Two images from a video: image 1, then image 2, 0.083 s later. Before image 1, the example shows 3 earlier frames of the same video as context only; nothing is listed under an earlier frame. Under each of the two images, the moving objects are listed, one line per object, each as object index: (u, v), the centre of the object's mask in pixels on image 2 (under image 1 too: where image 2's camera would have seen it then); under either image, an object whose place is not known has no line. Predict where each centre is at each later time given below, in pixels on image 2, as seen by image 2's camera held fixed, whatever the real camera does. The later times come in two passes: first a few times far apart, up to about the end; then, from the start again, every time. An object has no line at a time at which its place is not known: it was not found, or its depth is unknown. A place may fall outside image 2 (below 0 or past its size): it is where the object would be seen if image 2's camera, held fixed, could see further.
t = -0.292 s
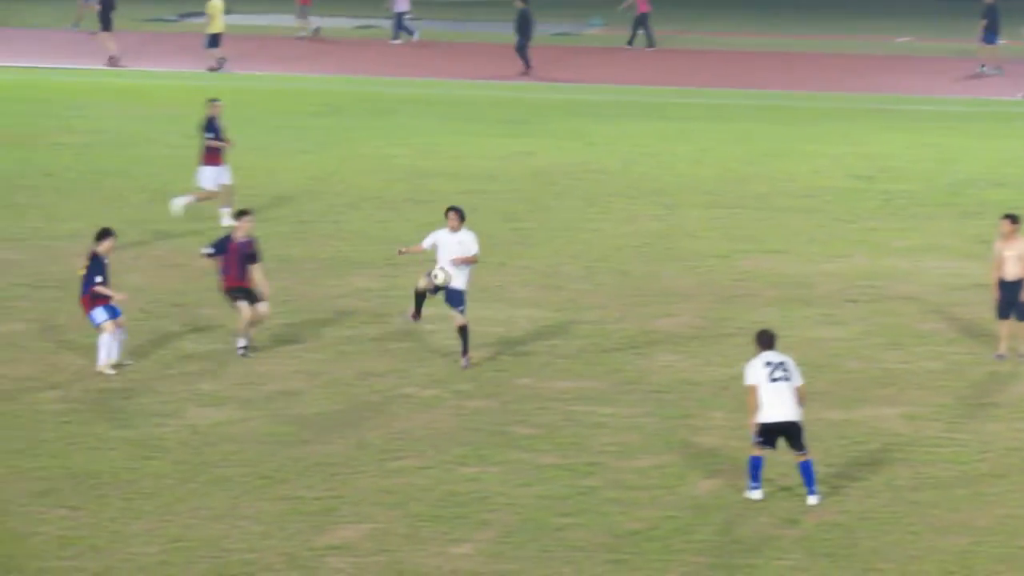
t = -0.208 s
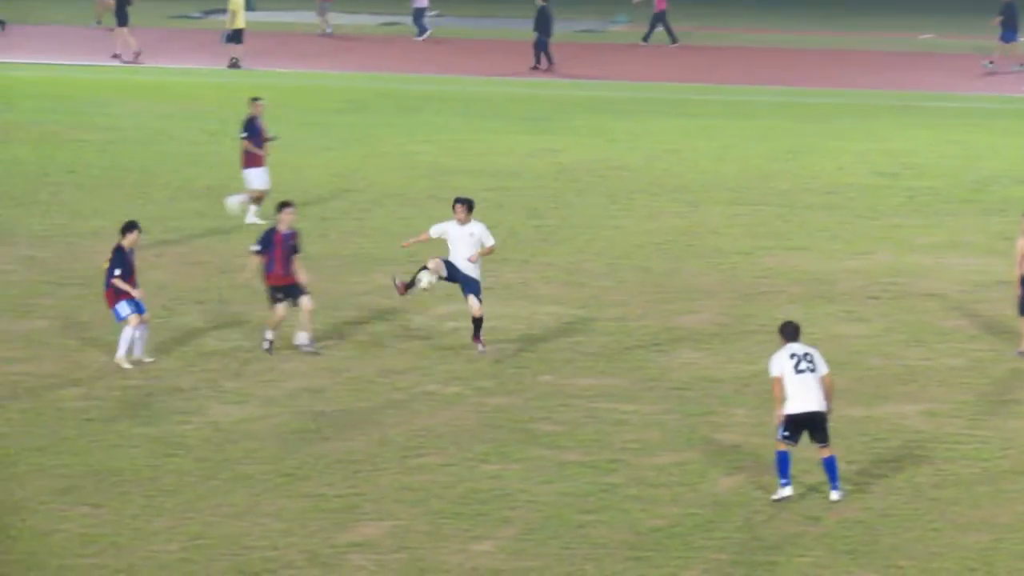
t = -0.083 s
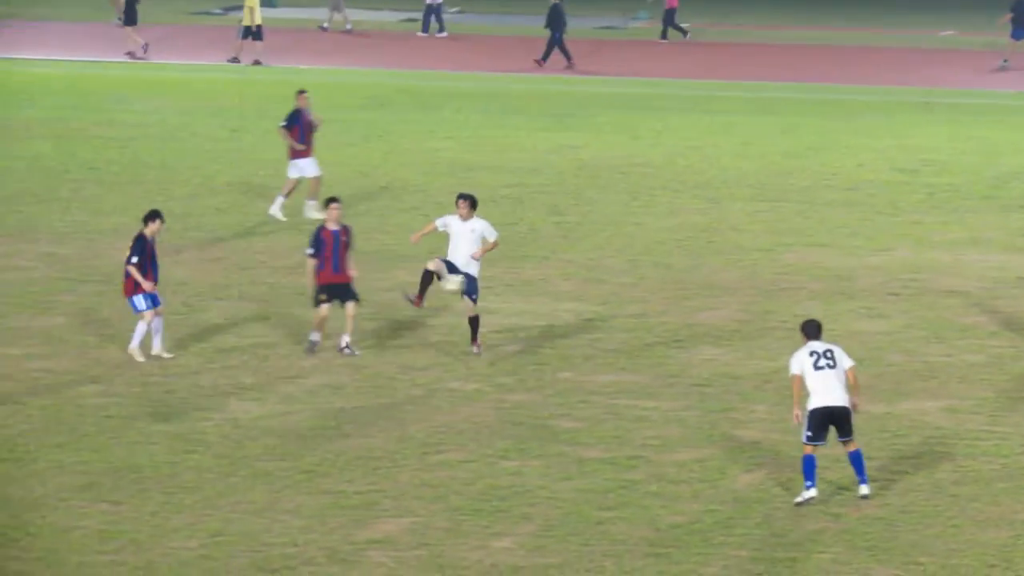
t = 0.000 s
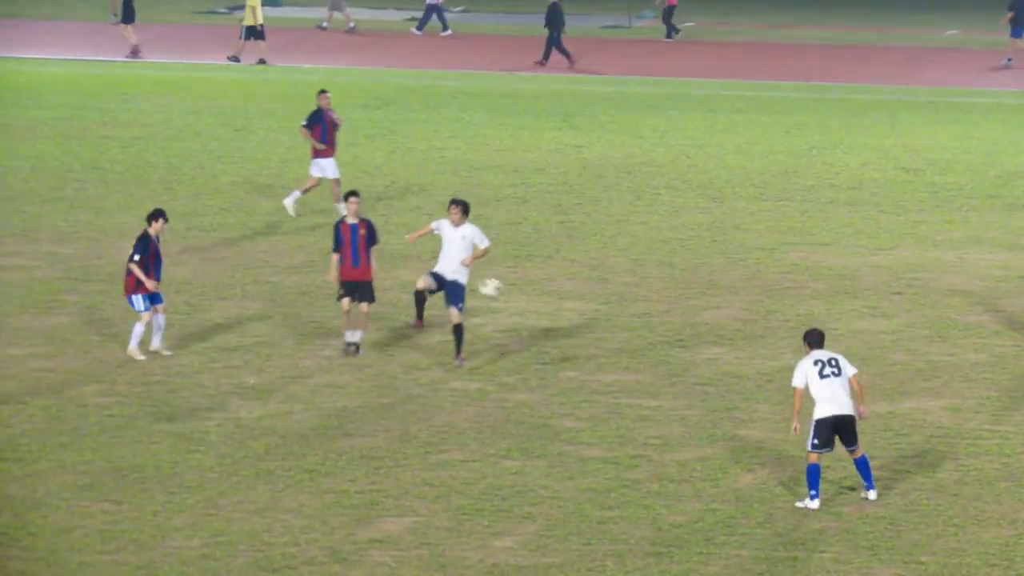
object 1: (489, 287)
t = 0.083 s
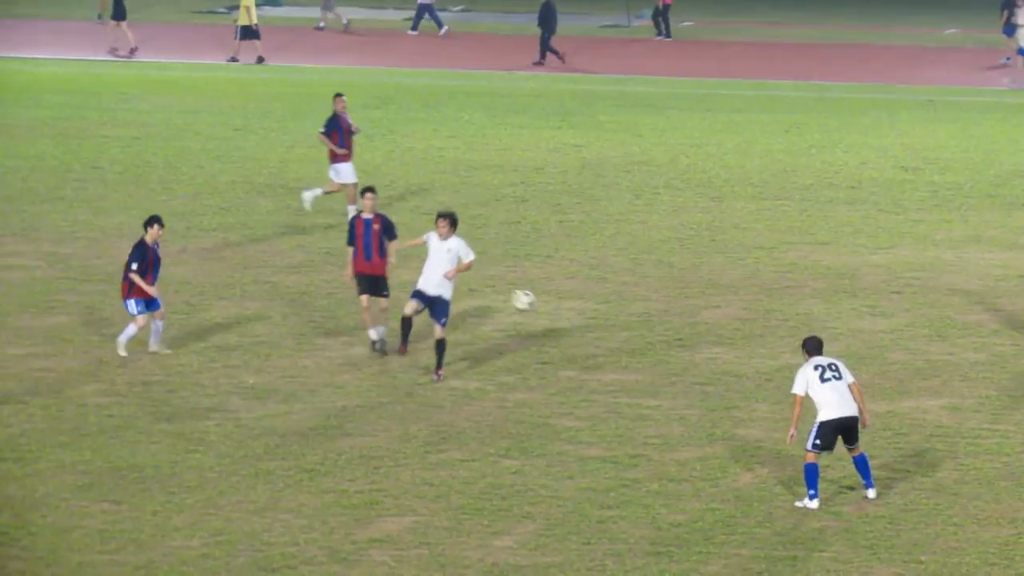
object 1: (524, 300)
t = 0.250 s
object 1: (592, 344)
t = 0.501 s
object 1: (677, 400)
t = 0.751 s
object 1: (706, 375)
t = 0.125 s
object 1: (540, 308)
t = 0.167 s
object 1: (557, 317)
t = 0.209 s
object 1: (576, 330)
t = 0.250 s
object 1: (592, 344)
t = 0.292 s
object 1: (611, 360)
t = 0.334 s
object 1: (629, 377)
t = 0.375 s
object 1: (647, 397)
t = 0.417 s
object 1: (666, 417)
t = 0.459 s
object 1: (672, 410)
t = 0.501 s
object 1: (677, 400)
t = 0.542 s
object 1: (682, 391)
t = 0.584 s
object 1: (686, 385)
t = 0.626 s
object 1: (691, 380)
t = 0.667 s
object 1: (696, 376)
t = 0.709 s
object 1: (701, 375)
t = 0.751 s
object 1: (706, 375)
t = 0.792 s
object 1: (711, 377)
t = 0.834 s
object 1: (716, 380)
